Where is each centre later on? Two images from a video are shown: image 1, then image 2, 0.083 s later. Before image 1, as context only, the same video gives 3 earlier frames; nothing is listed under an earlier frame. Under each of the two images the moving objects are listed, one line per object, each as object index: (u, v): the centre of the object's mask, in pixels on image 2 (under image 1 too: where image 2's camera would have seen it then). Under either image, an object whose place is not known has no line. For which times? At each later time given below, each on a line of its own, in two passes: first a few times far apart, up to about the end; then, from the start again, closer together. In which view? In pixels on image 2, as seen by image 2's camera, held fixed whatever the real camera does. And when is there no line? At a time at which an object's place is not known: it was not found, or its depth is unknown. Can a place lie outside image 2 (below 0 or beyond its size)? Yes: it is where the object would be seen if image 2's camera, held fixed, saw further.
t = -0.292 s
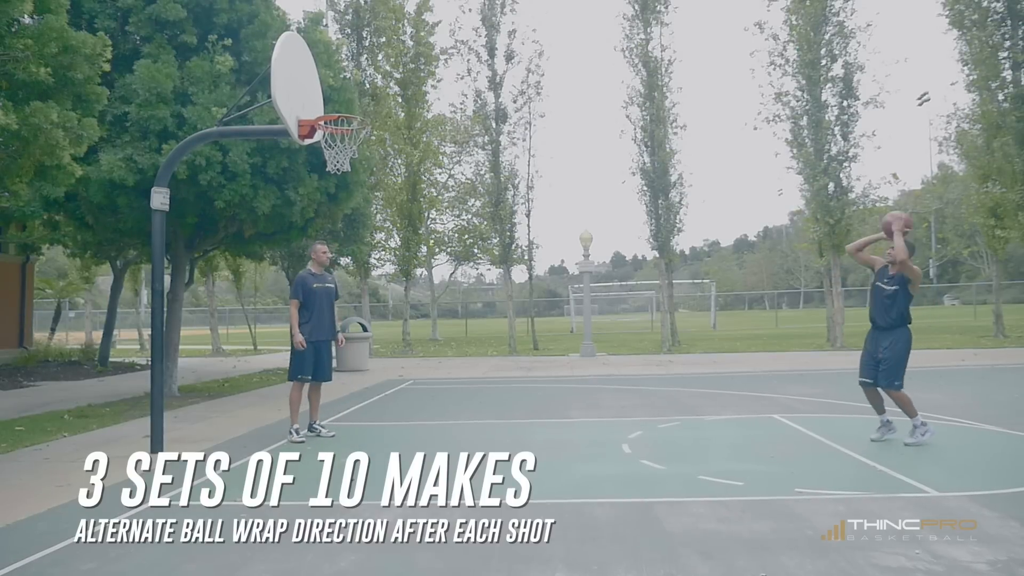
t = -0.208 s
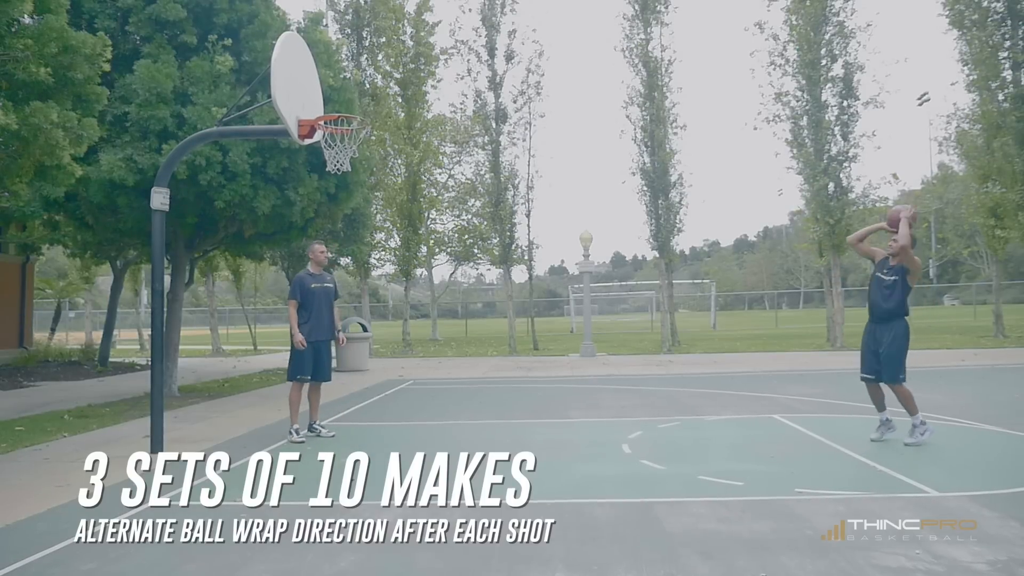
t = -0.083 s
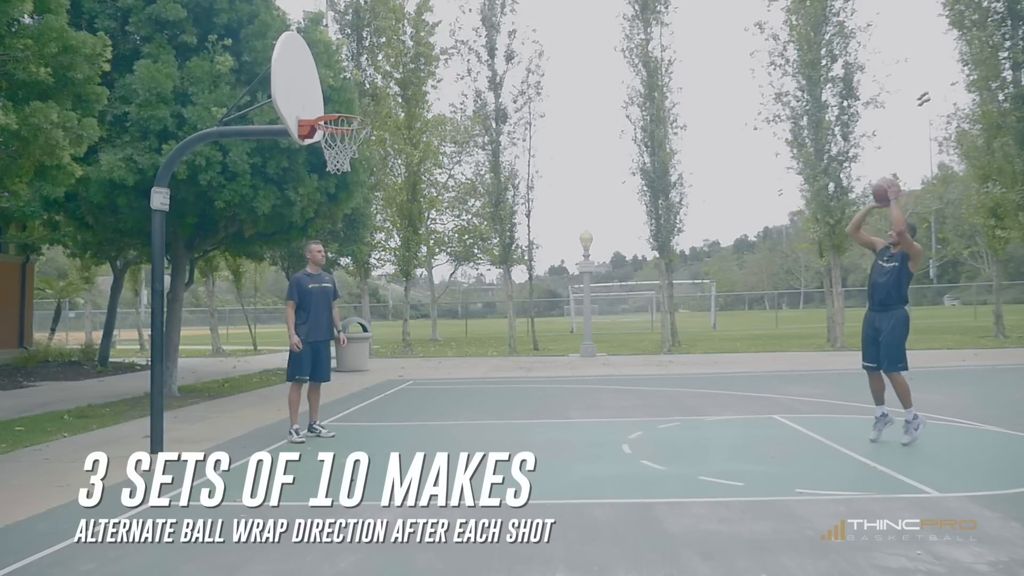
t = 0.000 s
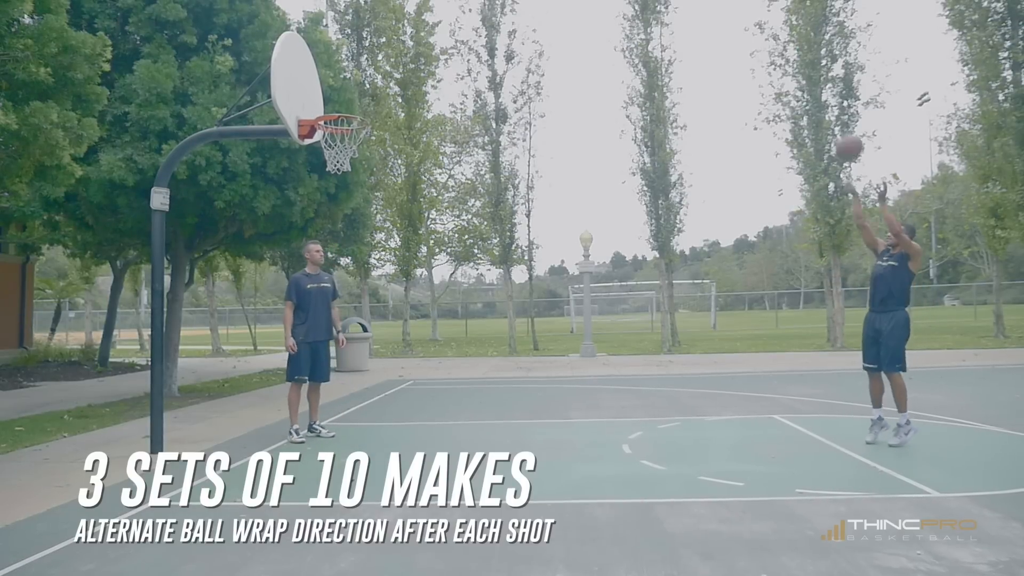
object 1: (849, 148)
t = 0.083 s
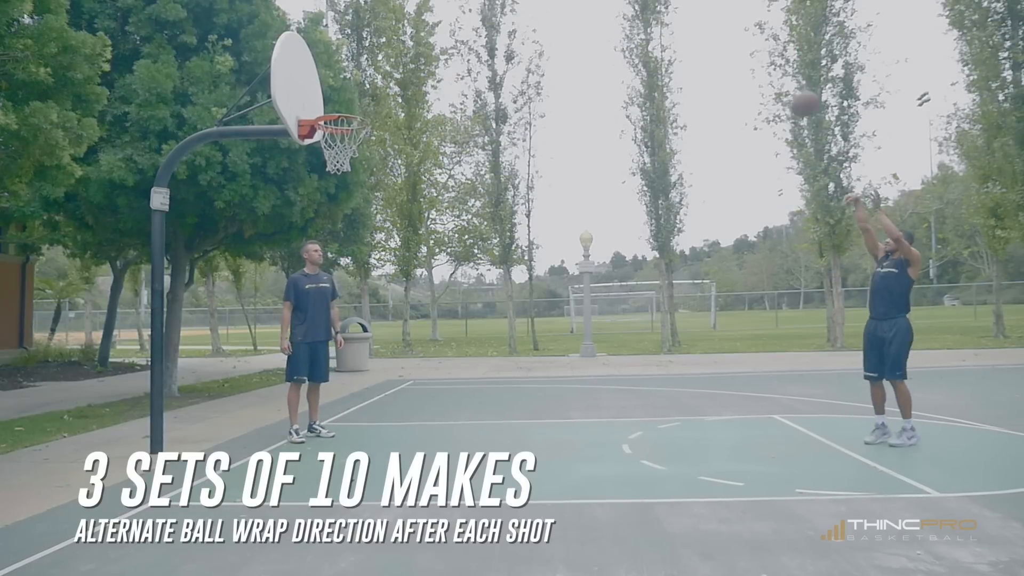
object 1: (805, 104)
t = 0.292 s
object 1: (695, 30)
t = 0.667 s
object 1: (511, 11)
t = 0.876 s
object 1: (413, 60)
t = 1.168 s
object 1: (313, 155)
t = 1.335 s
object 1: (299, 183)
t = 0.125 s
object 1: (782, 85)
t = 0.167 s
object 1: (760, 68)
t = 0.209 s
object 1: (738, 53)
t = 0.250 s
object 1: (717, 40)
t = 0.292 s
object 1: (695, 30)
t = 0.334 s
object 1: (673, 20)
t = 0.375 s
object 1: (653, 12)
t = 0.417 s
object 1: (633, 9)
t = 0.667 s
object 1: (511, 11)
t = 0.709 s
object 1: (491, 16)
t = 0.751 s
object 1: (471, 25)
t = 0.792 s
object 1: (452, 36)
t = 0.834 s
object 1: (432, 48)
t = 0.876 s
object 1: (413, 60)
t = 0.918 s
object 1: (393, 77)
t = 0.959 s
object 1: (373, 93)
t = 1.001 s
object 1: (355, 108)
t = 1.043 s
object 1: (337, 129)
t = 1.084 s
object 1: (321, 140)
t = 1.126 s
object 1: (319, 153)
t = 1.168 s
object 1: (313, 155)
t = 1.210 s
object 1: (309, 159)
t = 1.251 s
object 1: (305, 165)
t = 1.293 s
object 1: (302, 173)
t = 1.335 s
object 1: (299, 183)
